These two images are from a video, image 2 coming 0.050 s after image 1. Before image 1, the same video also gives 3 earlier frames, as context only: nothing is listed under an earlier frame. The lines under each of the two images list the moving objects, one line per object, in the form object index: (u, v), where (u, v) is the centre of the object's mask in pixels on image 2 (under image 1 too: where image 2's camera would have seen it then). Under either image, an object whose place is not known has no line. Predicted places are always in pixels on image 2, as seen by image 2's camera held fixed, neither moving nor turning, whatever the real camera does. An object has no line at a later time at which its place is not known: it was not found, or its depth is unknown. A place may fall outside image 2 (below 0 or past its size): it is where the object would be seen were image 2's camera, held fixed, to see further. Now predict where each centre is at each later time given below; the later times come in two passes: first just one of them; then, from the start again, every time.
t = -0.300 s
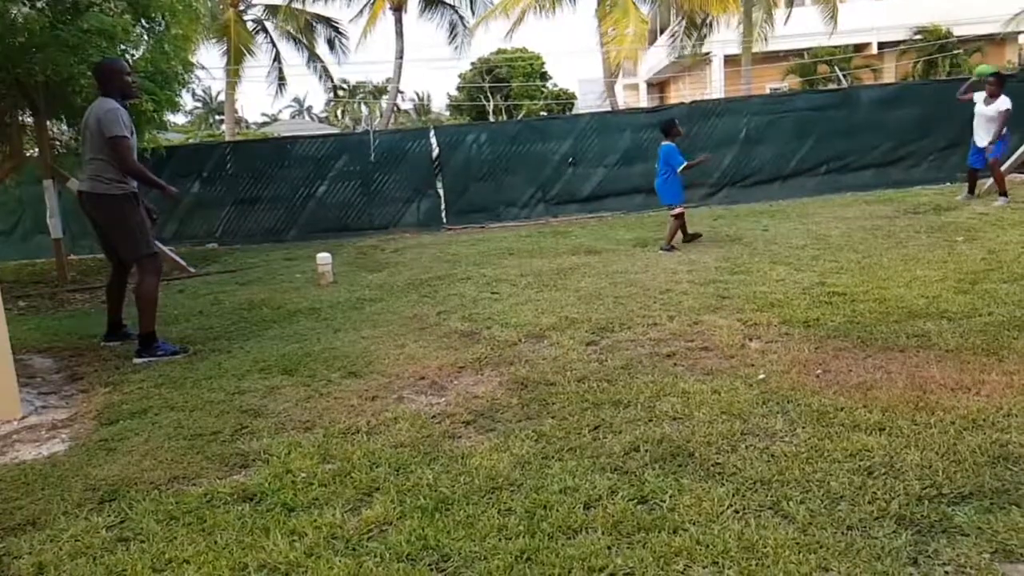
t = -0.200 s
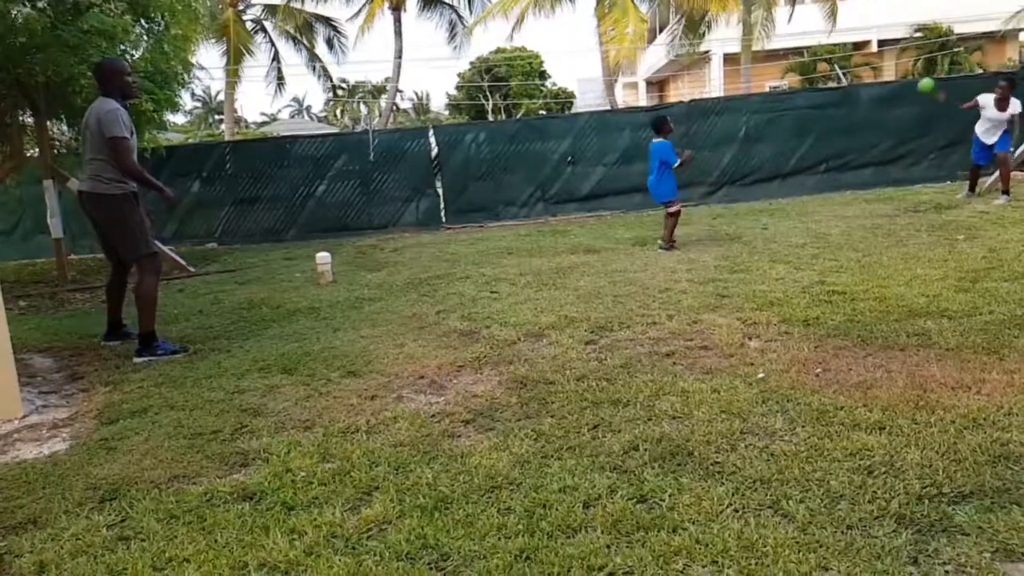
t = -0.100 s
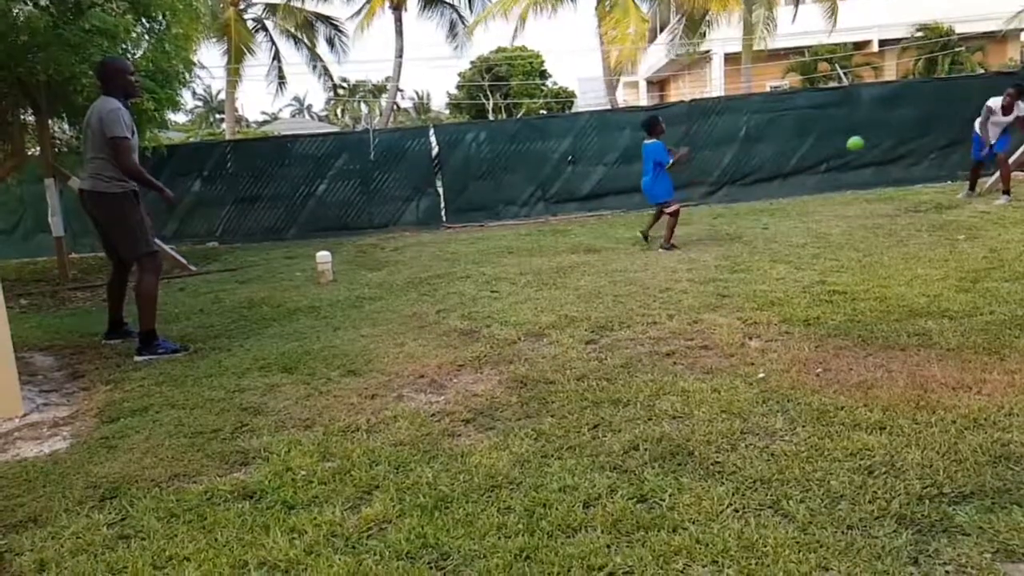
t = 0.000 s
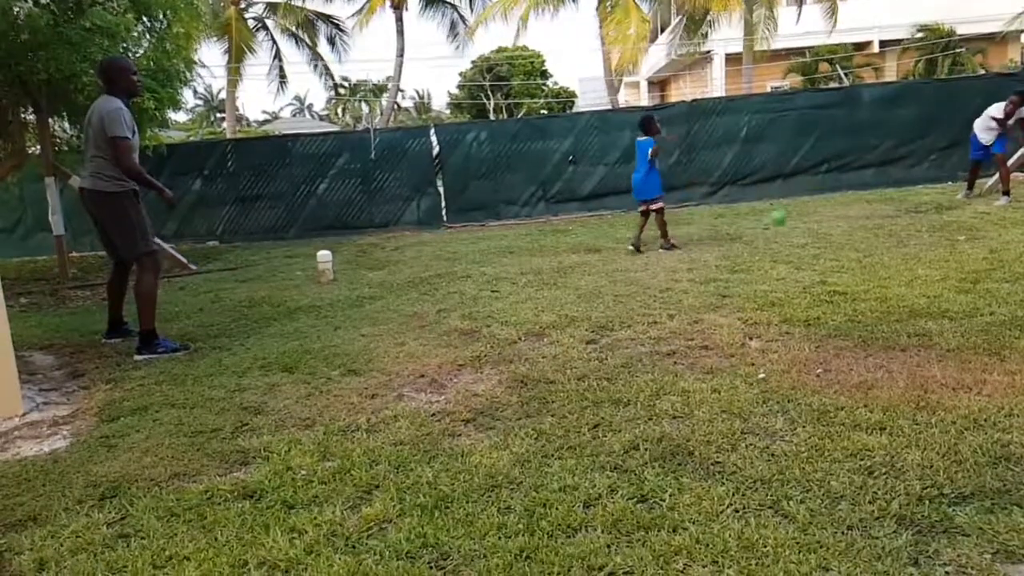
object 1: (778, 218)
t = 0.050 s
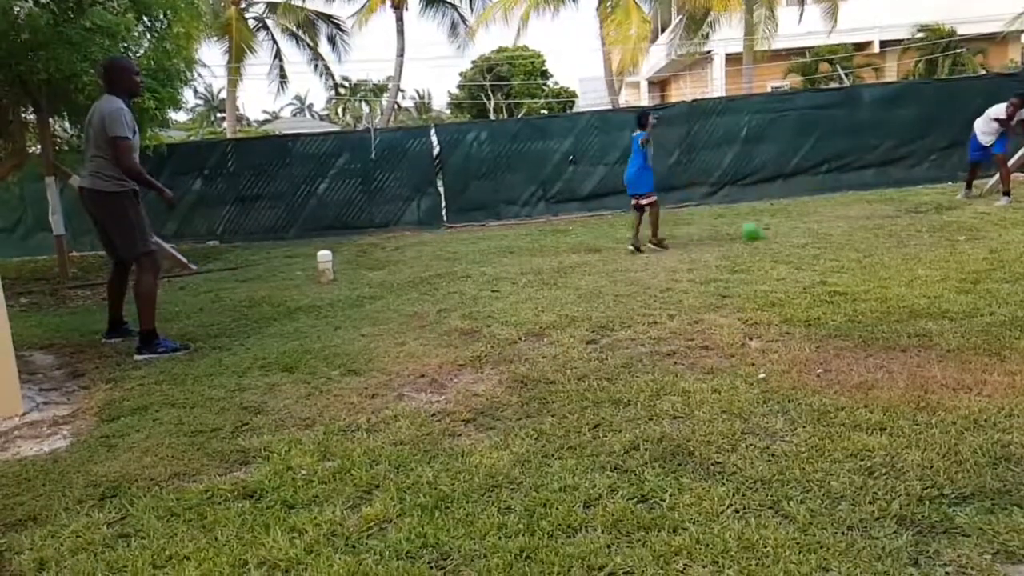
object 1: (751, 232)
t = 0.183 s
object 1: (698, 188)
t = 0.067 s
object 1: (743, 225)
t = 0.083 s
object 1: (738, 219)
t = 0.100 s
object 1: (730, 213)
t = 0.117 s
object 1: (724, 208)
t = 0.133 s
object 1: (718, 202)
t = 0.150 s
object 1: (711, 197)
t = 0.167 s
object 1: (705, 193)
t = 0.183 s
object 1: (698, 188)
